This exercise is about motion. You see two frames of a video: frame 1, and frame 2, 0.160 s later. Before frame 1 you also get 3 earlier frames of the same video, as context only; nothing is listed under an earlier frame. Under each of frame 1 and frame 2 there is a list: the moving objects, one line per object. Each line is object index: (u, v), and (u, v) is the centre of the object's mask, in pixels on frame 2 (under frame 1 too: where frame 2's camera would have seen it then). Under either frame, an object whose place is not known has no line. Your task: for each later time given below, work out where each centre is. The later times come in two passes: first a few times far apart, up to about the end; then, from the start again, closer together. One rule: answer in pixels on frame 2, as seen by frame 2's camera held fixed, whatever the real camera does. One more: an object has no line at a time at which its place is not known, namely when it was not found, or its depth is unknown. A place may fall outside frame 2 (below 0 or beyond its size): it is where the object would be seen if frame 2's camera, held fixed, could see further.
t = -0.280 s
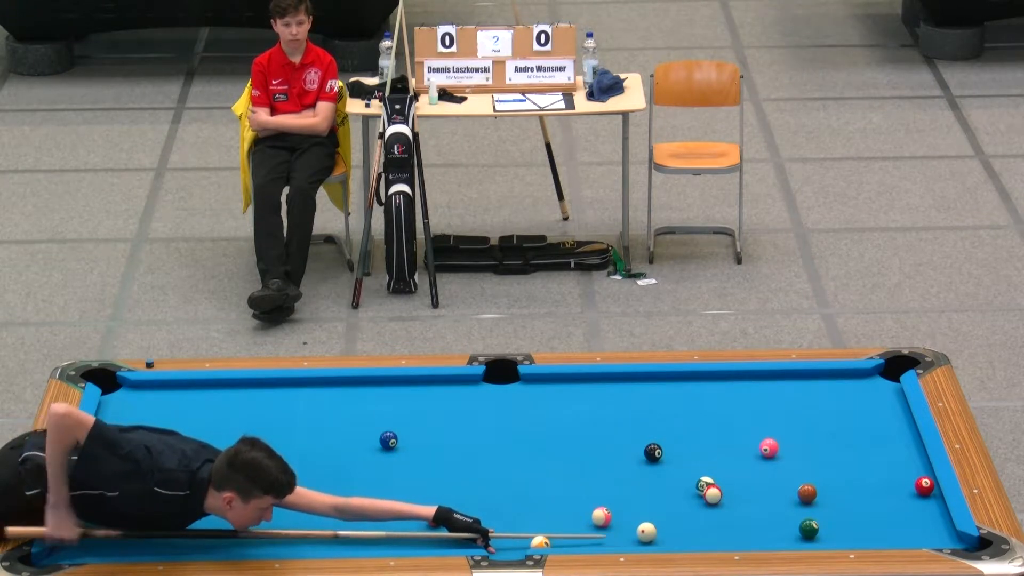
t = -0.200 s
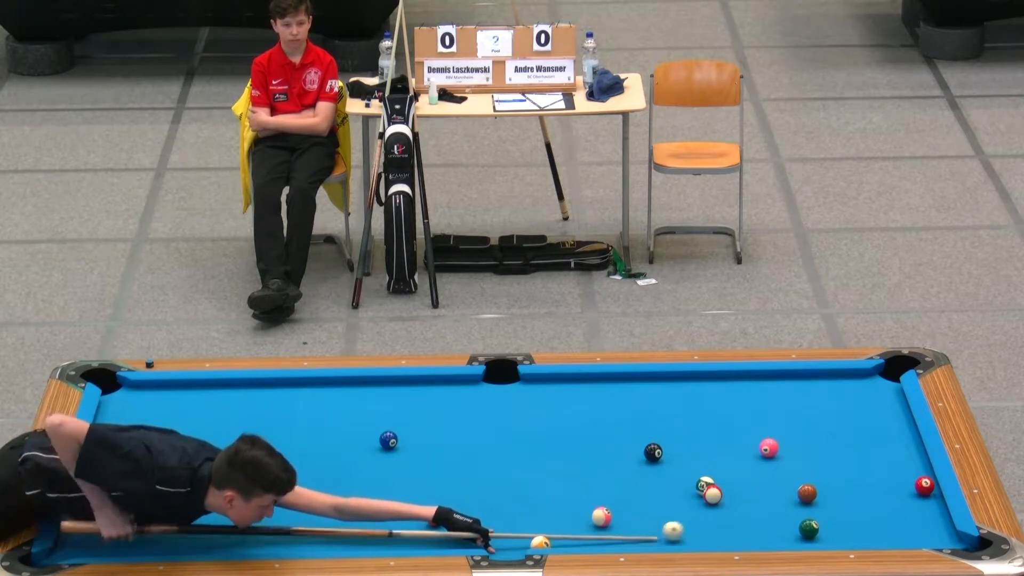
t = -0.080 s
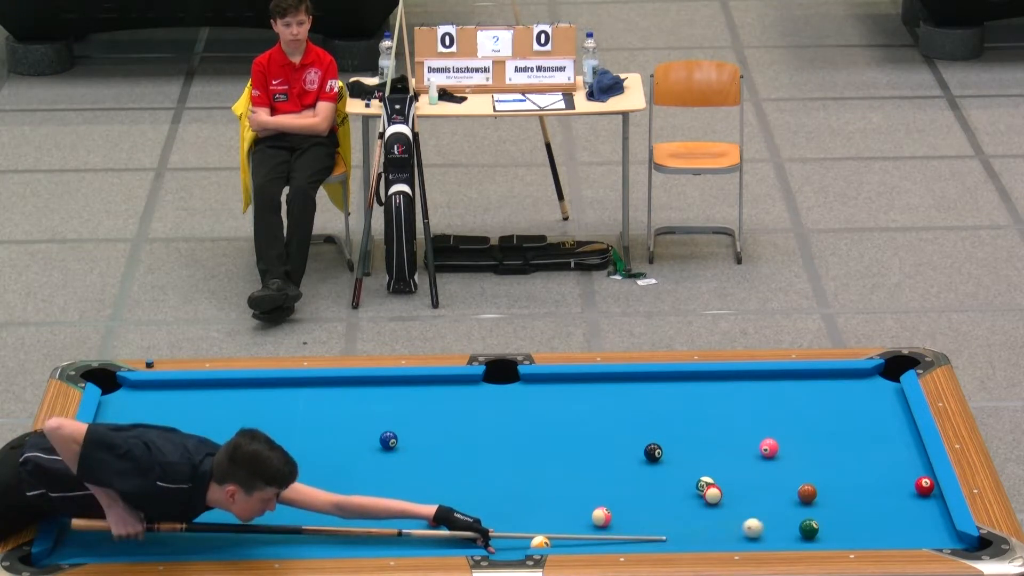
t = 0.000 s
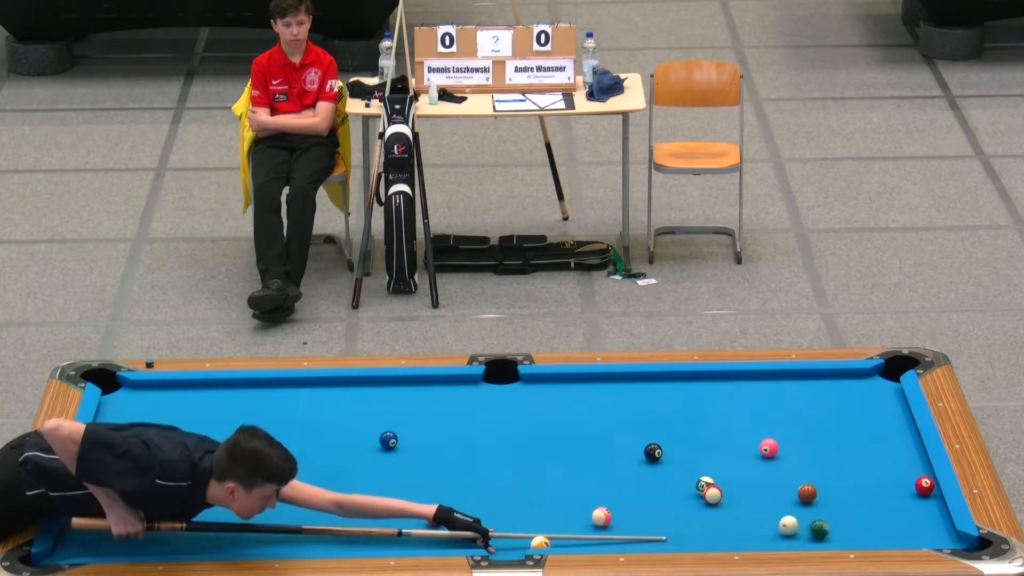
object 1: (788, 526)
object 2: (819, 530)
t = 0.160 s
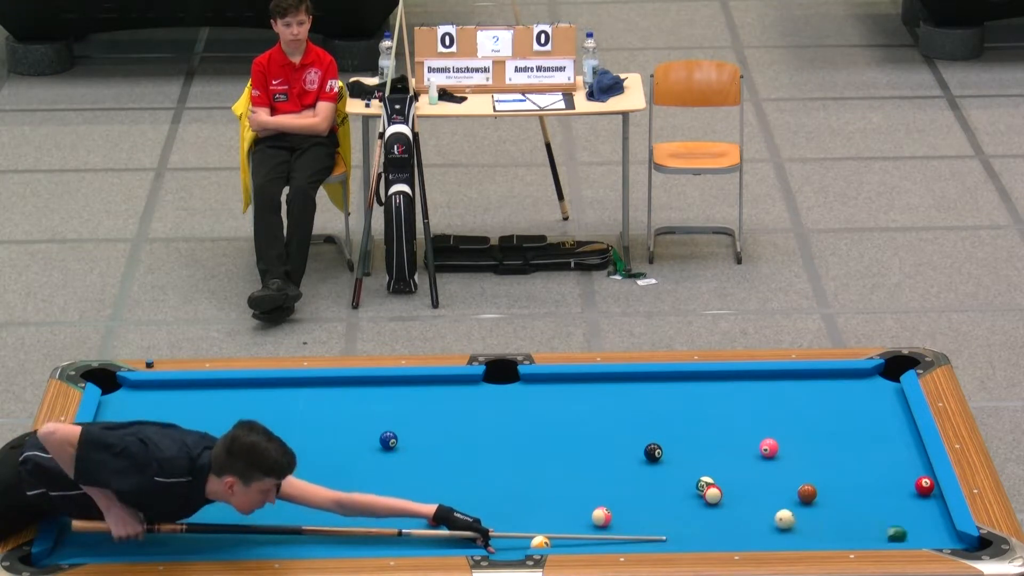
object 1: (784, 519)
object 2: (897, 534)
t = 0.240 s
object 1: (782, 517)
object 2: (931, 536)
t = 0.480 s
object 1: (772, 509)
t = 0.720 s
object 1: (764, 502)
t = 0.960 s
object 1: (756, 496)
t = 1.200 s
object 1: (750, 490)
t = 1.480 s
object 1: (743, 485)
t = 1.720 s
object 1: (738, 480)
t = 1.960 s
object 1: (734, 476)
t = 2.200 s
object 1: (730, 474)
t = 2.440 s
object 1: (728, 471)
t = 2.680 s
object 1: (726, 470)
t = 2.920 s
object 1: (724, 468)
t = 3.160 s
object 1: (724, 468)
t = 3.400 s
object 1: (724, 467)
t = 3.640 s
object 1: (724, 467)
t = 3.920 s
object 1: (724, 467)
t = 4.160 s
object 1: (724, 467)
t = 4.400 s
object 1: (725, 467)
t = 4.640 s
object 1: (725, 467)
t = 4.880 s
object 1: (725, 467)
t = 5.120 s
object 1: (725, 467)
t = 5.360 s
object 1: (725, 467)
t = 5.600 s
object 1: (725, 467)
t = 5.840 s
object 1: (725, 467)
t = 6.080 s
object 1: (725, 467)
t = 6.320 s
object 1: (724, 467)
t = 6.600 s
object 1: (725, 467)
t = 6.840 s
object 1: (725, 467)
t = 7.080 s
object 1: (724, 467)
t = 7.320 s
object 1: (724, 467)
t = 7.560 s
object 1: (725, 467)
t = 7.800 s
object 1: (724, 467)
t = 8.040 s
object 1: (724, 467)
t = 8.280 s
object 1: (724, 467)
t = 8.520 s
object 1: (724, 467)
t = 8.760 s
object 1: (724, 467)
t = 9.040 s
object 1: (724, 467)
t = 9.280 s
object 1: (725, 467)
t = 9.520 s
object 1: (725, 467)
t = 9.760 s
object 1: (725, 467)
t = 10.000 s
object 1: (725, 467)
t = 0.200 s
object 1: (783, 518)
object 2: (914, 535)
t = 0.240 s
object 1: (782, 517)
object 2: (931, 536)
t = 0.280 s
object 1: (780, 515)
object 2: (948, 538)
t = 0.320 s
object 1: (778, 514)
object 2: (963, 541)
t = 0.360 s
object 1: (777, 513)
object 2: (970, 547)
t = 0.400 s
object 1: (775, 512)
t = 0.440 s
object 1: (774, 510)
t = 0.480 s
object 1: (772, 509)
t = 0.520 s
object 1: (771, 508)
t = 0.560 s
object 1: (769, 507)
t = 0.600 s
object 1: (768, 506)
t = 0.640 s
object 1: (766, 504)
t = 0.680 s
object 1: (765, 503)
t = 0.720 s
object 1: (764, 502)
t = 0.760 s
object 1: (762, 501)
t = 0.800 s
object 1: (761, 500)
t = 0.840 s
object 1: (760, 499)
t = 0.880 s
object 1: (759, 498)
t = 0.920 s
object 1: (758, 497)
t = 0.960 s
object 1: (756, 496)
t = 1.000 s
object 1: (755, 495)
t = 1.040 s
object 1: (754, 494)
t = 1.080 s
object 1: (753, 493)
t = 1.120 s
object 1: (752, 492)
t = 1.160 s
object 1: (751, 491)
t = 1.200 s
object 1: (750, 490)
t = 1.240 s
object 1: (749, 489)
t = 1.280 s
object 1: (748, 488)
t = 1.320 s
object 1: (747, 488)
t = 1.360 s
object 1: (746, 487)
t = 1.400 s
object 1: (745, 486)
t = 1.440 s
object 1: (744, 485)
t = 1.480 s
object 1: (743, 485)
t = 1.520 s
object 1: (742, 484)
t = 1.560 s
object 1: (741, 483)
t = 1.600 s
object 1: (741, 482)
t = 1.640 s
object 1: (740, 482)
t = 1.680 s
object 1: (739, 481)
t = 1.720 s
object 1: (738, 480)
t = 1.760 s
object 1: (737, 479)
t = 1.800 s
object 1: (736, 479)
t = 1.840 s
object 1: (736, 478)
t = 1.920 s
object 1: (734, 477)
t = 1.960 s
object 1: (734, 476)
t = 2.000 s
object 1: (733, 476)
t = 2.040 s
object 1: (732, 476)
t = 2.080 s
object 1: (732, 475)
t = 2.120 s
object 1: (731, 475)
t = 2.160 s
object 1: (731, 474)
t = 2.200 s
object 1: (730, 474)
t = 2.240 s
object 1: (730, 473)
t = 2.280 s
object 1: (729, 473)
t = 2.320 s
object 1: (729, 472)
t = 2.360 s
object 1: (728, 472)
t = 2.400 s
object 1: (728, 472)
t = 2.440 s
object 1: (728, 471)
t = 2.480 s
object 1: (727, 471)
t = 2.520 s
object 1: (727, 470)
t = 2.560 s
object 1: (727, 470)
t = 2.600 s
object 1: (726, 470)
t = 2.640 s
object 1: (726, 470)
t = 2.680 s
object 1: (726, 470)
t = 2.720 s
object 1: (726, 469)
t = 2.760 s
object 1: (725, 469)
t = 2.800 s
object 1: (725, 469)
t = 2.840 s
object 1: (725, 469)
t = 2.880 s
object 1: (725, 469)
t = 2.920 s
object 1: (724, 468)
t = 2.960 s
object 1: (724, 468)
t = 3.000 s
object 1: (724, 468)
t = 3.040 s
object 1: (724, 468)
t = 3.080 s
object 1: (724, 468)
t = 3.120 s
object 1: (724, 468)
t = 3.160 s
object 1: (724, 468)
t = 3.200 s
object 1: (724, 468)
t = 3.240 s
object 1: (724, 467)
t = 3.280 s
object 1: (724, 467)
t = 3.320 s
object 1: (724, 467)
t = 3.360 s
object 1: (724, 467)
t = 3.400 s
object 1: (724, 467)
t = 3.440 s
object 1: (724, 467)
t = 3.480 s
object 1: (724, 467)
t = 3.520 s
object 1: (724, 467)
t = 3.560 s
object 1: (724, 467)
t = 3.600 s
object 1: (724, 467)
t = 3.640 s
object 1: (724, 467)
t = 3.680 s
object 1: (724, 467)
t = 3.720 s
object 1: (724, 467)
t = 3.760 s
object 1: (725, 467)
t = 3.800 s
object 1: (724, 467)
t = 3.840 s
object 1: (725, 467)
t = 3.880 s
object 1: (725, 467)
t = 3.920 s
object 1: (724, 467)
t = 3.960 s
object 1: (724, 467)
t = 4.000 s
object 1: (724, 467)
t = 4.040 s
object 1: (724, 467)
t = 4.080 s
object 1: (724, 467)
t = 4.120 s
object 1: (724, 467)
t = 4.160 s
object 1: (724, 467)
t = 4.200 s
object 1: (724, 467)
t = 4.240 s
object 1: (724, 467)
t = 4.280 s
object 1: (724, 467)
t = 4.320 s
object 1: (724, 467)
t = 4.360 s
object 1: (724, 467)
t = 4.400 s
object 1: (725, 467)
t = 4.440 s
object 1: (725, 467)
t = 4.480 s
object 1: (725, 467)
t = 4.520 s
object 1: (725, 467)
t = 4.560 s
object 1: (725, 467)
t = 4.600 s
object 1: (725, 467)
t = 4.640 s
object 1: (725, 467)
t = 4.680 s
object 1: (725, 467)
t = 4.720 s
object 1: (725, 467)
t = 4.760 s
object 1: (725, 467)
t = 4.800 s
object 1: (725, 467)
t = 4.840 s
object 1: (725, 467)
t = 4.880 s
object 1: (725, 467)
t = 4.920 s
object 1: (725, 467)
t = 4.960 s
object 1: (725, 467)
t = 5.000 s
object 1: (725, 467)
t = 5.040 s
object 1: (725, 467)
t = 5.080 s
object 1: (725, 467)
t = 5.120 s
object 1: (725, 467)
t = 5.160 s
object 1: (725, 467)
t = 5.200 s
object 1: (725, 467)
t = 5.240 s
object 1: (725, 467)
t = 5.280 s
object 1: (725, 467)
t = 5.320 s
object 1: (725, 467)
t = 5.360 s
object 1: (725, 467)
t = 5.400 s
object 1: (725, 467)
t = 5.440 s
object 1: (725, 467)
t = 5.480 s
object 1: (725, 467)
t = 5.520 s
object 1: (725, 467)
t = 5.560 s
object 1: (725, 467)
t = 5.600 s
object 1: (725, 467)
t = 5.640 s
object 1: (725, 467)
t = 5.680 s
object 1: (725, 467)
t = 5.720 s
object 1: (725, 467)
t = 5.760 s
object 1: (725, 467)
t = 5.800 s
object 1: (725, 467)
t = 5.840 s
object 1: (725, 467)
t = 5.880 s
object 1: (725, 467)
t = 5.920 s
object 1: (725, 467)
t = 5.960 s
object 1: (725, 467)
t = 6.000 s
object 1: (725, 467)
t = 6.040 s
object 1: (725, 467)
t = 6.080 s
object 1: (725, 467)
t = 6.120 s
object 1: (725, 467)
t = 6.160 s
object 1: (725, 467)
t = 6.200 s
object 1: (725, 467)
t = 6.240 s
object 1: (725, 467)
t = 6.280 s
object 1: (725, 467)
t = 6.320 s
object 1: (724, 467)
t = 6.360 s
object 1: (725, 467)
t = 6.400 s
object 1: (725, 467)
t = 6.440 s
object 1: (725, 467)
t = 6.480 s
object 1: (725, 467)
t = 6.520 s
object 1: (725, 467)
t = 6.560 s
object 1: (725, 467)
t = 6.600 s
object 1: (725, 467)
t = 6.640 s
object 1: (725, 467)
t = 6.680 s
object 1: (725, 467)
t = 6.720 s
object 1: (725, 467)
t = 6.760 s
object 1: (725, 467)
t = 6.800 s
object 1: (725, 467)
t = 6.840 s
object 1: (725, 467)
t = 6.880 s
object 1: (725, 467)
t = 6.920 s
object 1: (725, 467)
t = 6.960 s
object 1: (724, 467)
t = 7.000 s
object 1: (724, 467)
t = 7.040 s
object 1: (725, 467)
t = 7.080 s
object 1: (724, 467)
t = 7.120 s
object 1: (724, 467)
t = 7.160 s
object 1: (724, 467)
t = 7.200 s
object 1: (724, 467)
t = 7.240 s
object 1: (724, 467)
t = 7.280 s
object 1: (724, 467)
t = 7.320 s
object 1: (724, 467)
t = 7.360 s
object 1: (724, 467)
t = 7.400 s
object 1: (724, 467)
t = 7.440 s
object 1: (724, 467)
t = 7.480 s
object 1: (724, 467)
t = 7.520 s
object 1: (724, 467)
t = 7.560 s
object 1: (725, 467)
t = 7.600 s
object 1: (724, 467)
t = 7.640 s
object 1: (724, 467)
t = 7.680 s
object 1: (724, 467)
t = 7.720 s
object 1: (724, 467)
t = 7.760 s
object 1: (724, 467)
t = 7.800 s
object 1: (724, 467)
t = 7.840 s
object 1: (724, 467)
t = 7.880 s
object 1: (724, 467)
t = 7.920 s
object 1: (724, 467)
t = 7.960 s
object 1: (724, 467)
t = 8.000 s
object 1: (724, 467)
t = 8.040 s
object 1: (724, 467)
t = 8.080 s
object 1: (724, 467)
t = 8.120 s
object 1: (724, 467)
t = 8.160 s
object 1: (724, 467)
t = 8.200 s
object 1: (724, 467)
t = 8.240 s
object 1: (724, 467)
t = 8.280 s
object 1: (724, 467)
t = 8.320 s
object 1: (724, 467)
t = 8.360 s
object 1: (724, 467)
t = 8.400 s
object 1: (724, 467)
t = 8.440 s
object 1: (724, 467)
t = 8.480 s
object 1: (724, 467)
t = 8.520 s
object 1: (724, 467)
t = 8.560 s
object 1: (724, 467)
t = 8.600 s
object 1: (724, 467)
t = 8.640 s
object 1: (724, 467)
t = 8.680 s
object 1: (724, 467)
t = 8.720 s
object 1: (724, 467)
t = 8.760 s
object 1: (724, 467)
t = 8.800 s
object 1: (724, 467)
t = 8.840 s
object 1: (724, 467)
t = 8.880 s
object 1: (725, 467)
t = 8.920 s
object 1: (725, 467)
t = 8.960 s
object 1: (725, 467)
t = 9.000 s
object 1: (725, 467)
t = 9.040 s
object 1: (724, 467)
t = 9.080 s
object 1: (725, 467)
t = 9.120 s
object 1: (725, 467)
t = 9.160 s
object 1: (724, 467)
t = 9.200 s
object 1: (725, 467)
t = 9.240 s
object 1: (725, 467)
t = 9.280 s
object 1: (725, 467)
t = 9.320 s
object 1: (725, 467)
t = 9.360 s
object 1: (725, 467)
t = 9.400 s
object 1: (724, 467)
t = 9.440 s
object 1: (725, 467)
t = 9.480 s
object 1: (724, 467)
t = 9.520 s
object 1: (725, 467)
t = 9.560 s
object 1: (725, 467)
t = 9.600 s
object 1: (725, 467)
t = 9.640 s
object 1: (725, 467)
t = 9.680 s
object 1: (725, 467)
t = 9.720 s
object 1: (725, 467)
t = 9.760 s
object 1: (725, 467)
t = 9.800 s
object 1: (725, 467)
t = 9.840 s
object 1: (725, 467)
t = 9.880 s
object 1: (725, 467)
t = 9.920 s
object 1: (725, 467)
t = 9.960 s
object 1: (725, 467)
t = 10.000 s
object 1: (725, 467)
